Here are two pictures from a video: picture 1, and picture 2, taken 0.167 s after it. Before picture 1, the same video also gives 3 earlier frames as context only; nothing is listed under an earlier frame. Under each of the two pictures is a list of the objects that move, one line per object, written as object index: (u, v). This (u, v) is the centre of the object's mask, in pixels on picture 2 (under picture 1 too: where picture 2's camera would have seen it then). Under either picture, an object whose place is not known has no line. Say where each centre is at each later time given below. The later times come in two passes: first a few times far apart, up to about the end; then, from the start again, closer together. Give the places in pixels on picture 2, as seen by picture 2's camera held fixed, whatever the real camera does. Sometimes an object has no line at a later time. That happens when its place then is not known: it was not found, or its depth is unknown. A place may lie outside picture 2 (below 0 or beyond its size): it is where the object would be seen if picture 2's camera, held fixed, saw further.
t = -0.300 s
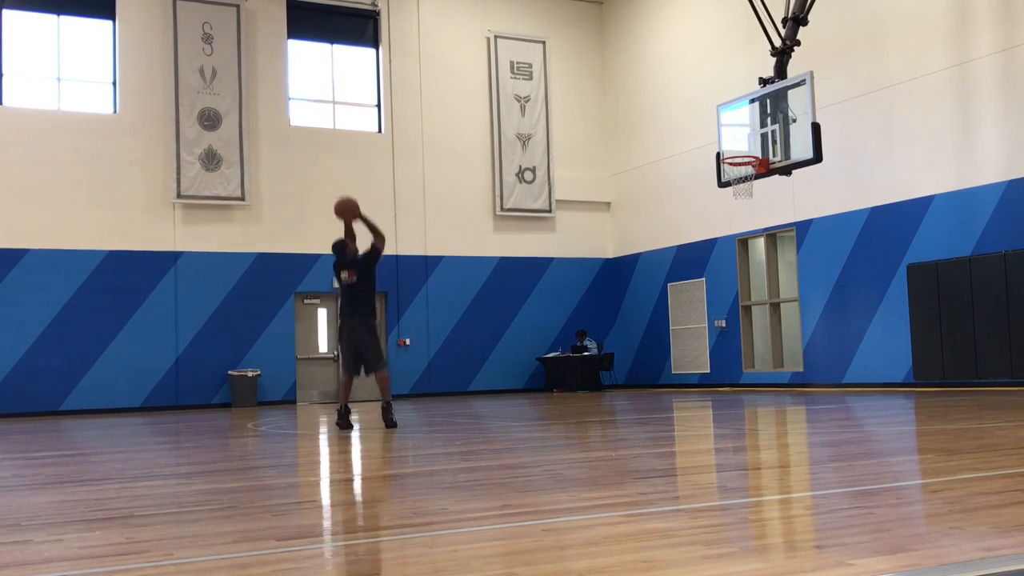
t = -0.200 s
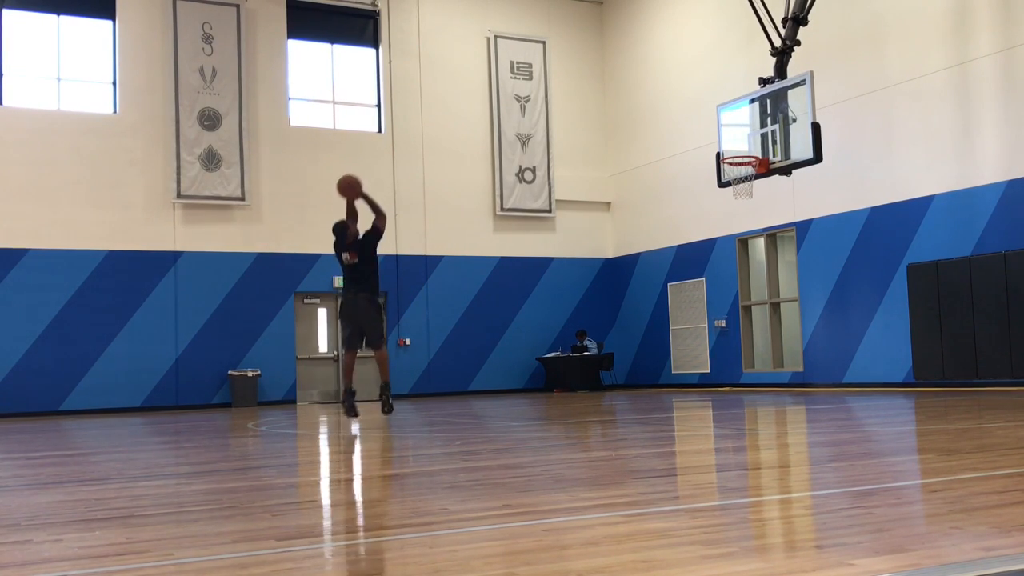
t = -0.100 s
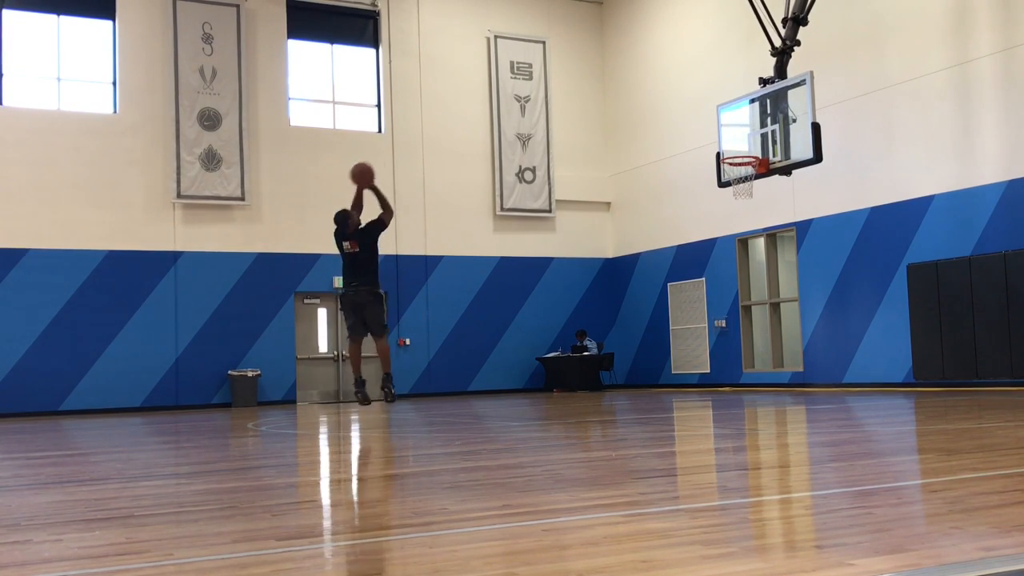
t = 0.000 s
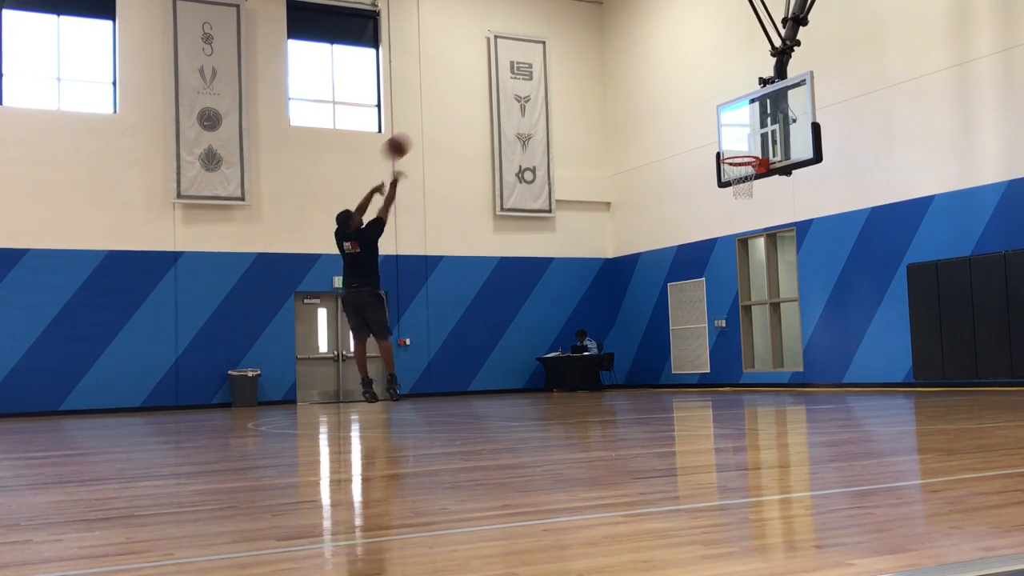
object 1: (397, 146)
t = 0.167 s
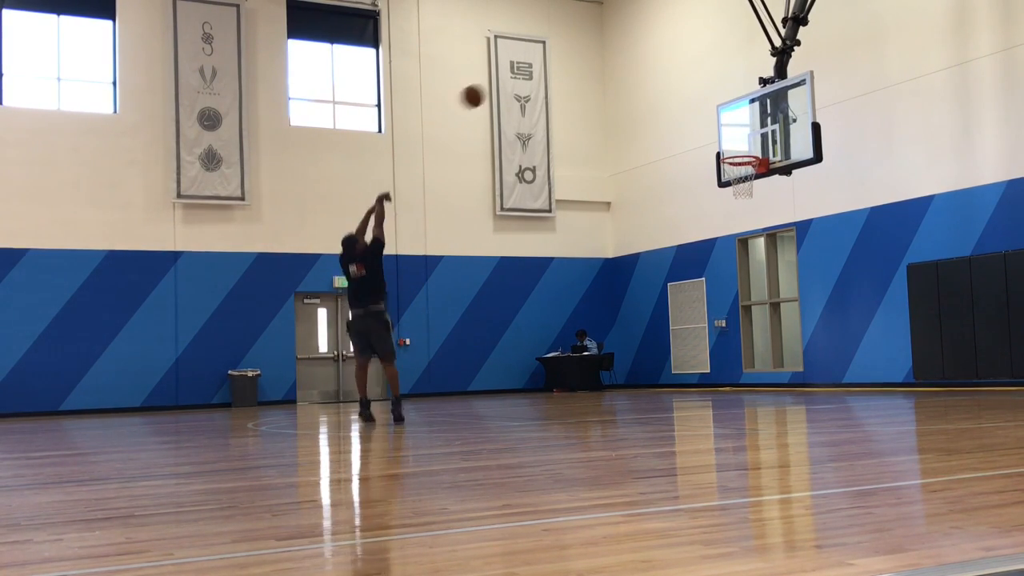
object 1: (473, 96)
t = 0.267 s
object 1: (515, 81)
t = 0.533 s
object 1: (616, 82)
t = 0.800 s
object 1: (705, 139)
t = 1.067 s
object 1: (708, 121)
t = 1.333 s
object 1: (697, 133)
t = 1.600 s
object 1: (689, 197)
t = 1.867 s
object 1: (685, 310)
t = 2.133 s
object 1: (682, 349)
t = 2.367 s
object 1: (681, 286)
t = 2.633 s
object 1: (684, 266)
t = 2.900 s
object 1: (688, 295)
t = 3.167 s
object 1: (696, 372)
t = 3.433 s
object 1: (698, 342)
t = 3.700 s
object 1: (701, 323)
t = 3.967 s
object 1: (707, 352)
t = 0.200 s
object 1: (487, 90)
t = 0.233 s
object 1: (501, 85)
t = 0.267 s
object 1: (515, 81)
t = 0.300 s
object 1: (529, 77)
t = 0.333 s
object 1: (542, 76)
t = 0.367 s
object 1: (555, 74)
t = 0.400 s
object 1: (567, 74)
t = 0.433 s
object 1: (580, 75)
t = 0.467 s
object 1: (592, 77)
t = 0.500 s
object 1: (605, 79)
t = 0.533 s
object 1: (616, 82)
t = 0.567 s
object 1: (628, 87)
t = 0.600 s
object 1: (640, 92)
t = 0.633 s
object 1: (651, 98)
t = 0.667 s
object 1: (662, 104)
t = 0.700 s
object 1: (673, 112)
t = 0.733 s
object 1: (684, 120)
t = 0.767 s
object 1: (695, 129)
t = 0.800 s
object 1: (705, 139)
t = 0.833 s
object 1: (715, 149)
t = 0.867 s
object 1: (717, 148)
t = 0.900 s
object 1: (715, 141)
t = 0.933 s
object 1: (714, 135)
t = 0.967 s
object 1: (712, 130)
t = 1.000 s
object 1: (711, 126)
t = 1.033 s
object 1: (709, 123)
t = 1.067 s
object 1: (708, 121)
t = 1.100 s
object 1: (707, 120)
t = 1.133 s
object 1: (705, 119)
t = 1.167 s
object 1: (704, 120)
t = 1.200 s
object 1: (702, 121)
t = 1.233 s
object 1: (701, 123)
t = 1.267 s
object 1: (700, 125)
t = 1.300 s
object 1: (698, 129)
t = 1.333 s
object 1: (697, 133)
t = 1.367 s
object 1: (696, 138)
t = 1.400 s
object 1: (695, 144)
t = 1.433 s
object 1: (694, 151)
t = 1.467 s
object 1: (693, 158)
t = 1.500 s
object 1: (692, 167)
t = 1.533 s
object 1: (691, 176)
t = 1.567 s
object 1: (690, 186)
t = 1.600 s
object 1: (689, 197)
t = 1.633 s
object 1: (689, 208)
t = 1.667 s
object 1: (688, 221)
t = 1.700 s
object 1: (687, 233)
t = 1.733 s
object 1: (687, 248)
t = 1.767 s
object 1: (686, 261)
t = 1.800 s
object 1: (684, 275)
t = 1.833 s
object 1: (685, 293)
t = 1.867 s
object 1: (685, 310)
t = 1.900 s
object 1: (685, 328)
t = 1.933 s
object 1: (684, 346)
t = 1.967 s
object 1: (683, 364)
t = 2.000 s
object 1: (683, 384)
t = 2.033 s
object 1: (682, 387)
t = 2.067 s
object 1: (682, 374)
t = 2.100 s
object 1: (681, 361)
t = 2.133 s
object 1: (682, 349)
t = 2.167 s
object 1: (681, 337)
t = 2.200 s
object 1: (682, 326)
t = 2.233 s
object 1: (681, 317)
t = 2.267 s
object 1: (681, 308)
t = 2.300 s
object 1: (681, 300)
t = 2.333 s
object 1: (681, 293)
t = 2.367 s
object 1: (681, 286)
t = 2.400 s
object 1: (682, 281)
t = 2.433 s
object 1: (682, 277)
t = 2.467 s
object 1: (682, 273)
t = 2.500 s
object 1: (682, 270)
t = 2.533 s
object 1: (682, 268)
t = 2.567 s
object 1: (683, 267)
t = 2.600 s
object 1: (683, 266)
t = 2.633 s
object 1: (684, 266)
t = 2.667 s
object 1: (684, 267)
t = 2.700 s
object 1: (684, 269)
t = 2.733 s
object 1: (685, 271)
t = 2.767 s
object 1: (686, 274)
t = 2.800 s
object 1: (686, 278)
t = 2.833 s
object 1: (687, 283)
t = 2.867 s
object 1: (687, 289)
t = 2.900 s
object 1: (688, 295)
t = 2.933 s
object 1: (689, 302)
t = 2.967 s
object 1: (690, 309)
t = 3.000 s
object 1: (690, 318)
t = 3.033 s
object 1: (691, 327)
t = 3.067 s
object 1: (692, 338)
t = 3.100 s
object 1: (693, 348)
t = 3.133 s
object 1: (694, 359)
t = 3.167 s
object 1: (696, 372)
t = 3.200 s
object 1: (696, 384)
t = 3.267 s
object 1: (697, 380)
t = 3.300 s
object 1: (697, 370)
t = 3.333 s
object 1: (697, 361)
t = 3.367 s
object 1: (697, 354)
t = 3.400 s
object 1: (697, 347)
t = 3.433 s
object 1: (698, 342)
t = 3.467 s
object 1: (698, 337)
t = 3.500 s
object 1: (698, 333)
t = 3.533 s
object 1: (699, 329)
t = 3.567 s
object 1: (699, 326)
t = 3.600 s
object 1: (700, 324)
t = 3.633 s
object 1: (700, 323)
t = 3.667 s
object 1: (701, 323)
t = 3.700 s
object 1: (701, 323)
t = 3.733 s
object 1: (702, 324)
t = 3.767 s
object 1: (703, 326)
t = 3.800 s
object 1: (703, 329)
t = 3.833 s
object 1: (704, 332)
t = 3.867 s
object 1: (705, 336)
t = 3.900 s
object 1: (706, 341)
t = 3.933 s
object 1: (706, 346)
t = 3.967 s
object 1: (707, 352)
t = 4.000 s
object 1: (708, 359)
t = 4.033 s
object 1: (709, 367)
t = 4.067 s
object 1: (710, 375)
